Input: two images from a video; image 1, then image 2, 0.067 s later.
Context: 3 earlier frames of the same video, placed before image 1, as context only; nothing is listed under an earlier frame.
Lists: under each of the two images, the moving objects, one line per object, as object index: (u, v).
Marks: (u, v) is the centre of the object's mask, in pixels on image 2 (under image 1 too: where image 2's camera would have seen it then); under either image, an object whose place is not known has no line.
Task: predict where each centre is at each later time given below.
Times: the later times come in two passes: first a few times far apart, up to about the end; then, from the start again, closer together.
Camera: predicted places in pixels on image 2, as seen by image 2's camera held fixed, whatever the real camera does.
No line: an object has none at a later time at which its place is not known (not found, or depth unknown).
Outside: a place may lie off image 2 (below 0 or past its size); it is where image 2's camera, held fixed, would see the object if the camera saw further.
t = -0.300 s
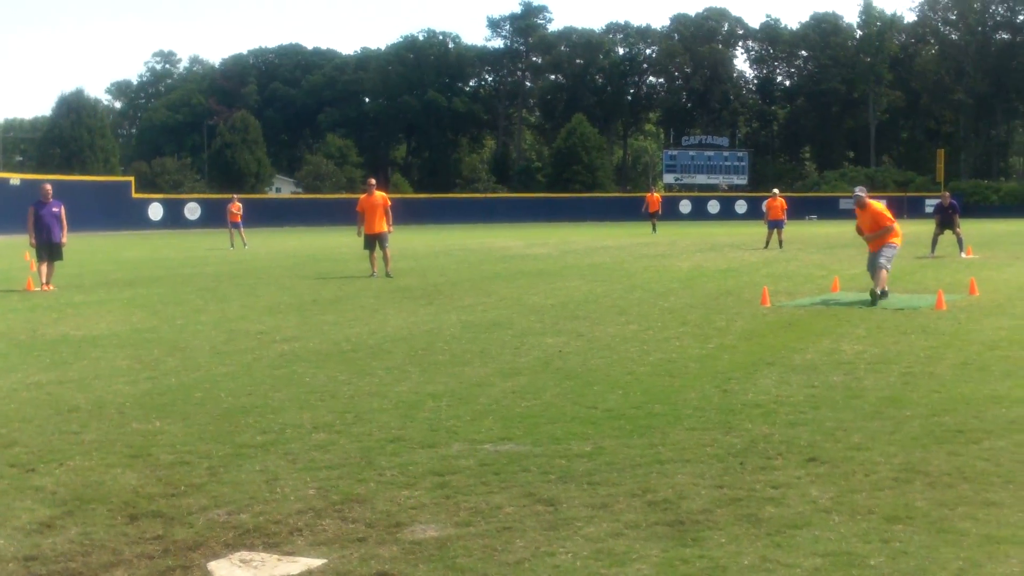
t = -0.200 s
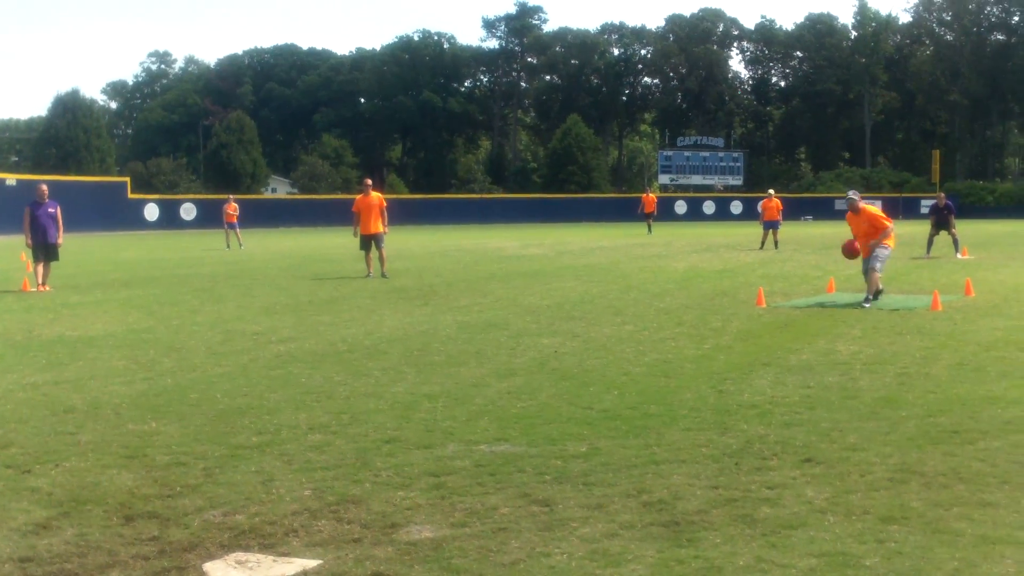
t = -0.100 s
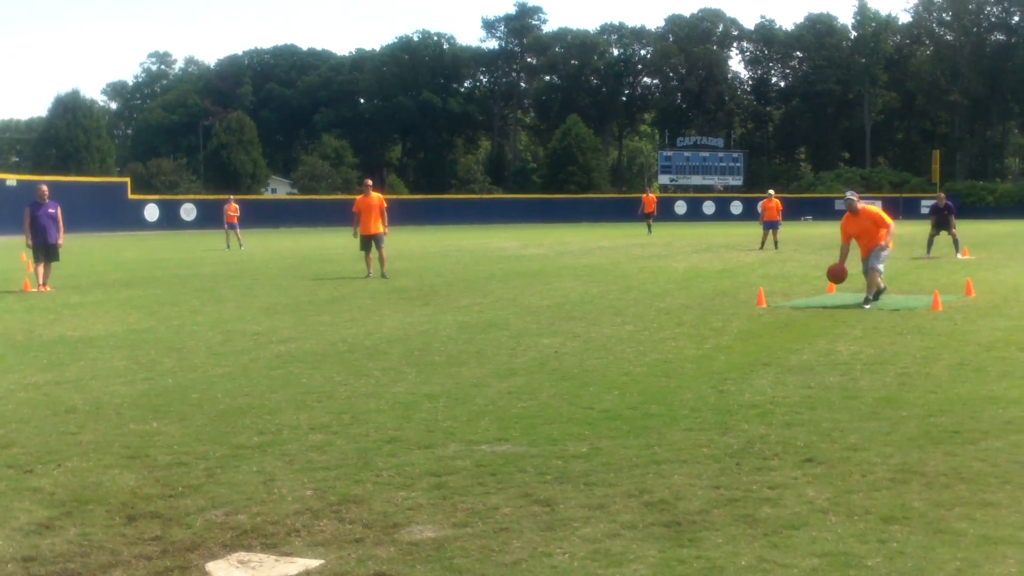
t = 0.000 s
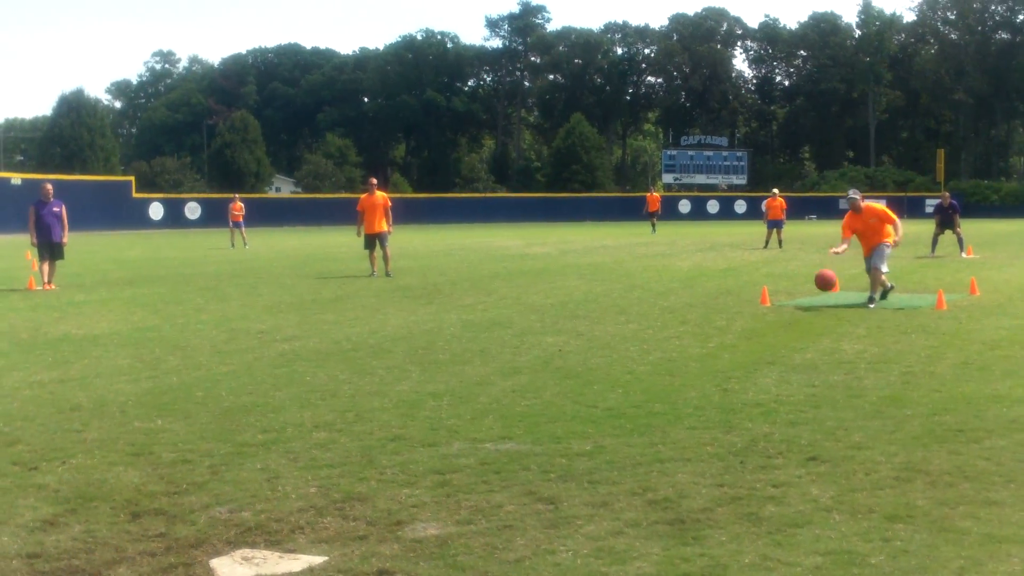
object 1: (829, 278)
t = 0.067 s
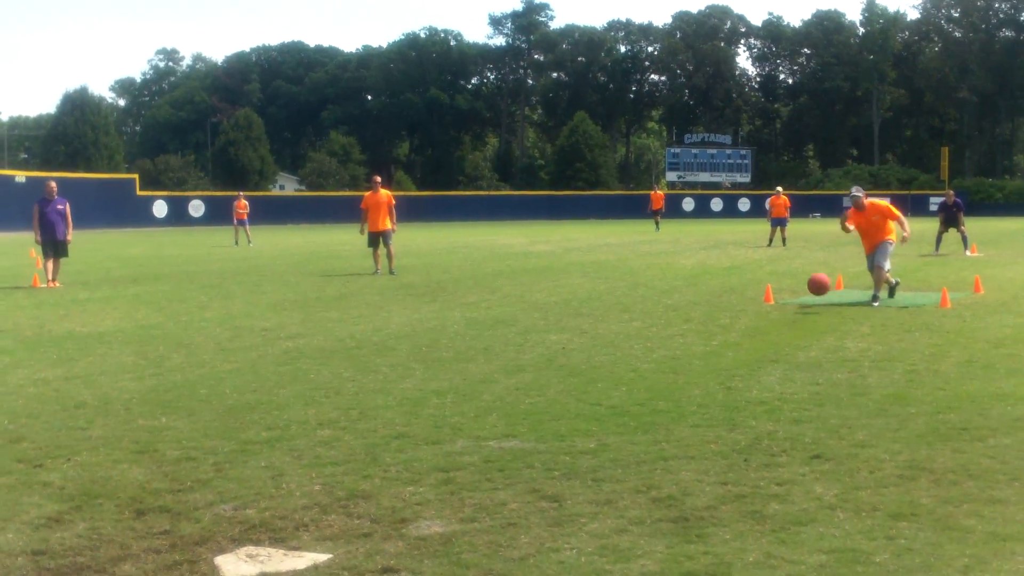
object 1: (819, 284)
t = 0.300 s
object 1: (782, 310)
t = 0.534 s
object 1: (750, 325)
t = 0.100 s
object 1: (813, 288)
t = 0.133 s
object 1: (808, 295)
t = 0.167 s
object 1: (802, 302)
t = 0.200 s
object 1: (795, 311)
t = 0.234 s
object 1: (790, 315)
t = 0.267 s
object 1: (786, 313)
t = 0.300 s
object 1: (782, 310)
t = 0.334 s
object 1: (777, 308)
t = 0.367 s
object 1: (773, 308)
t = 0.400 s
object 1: (768, 309)
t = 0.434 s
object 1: (764, 311)
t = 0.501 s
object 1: (754, 318)
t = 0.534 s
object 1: (750, 325)
